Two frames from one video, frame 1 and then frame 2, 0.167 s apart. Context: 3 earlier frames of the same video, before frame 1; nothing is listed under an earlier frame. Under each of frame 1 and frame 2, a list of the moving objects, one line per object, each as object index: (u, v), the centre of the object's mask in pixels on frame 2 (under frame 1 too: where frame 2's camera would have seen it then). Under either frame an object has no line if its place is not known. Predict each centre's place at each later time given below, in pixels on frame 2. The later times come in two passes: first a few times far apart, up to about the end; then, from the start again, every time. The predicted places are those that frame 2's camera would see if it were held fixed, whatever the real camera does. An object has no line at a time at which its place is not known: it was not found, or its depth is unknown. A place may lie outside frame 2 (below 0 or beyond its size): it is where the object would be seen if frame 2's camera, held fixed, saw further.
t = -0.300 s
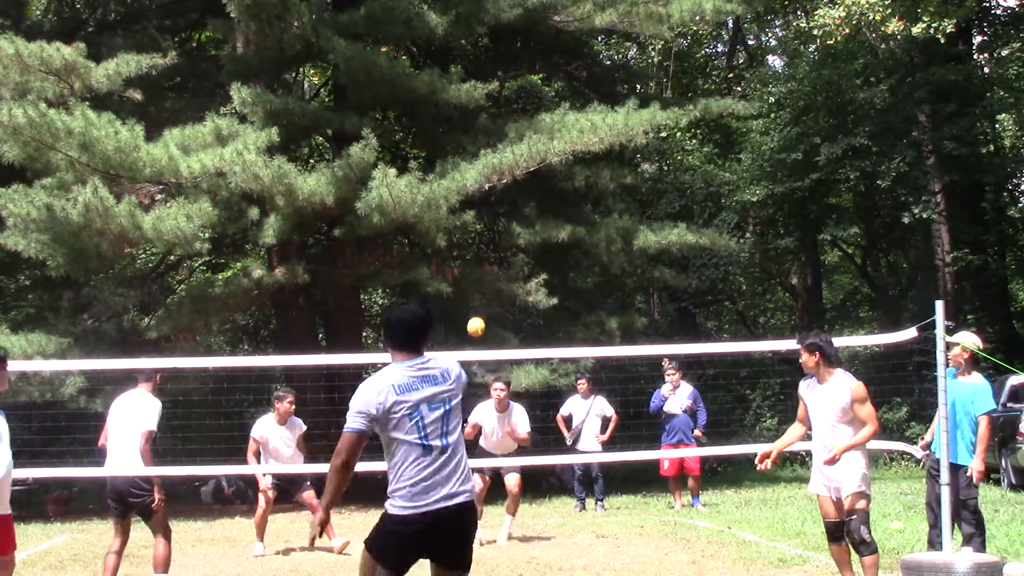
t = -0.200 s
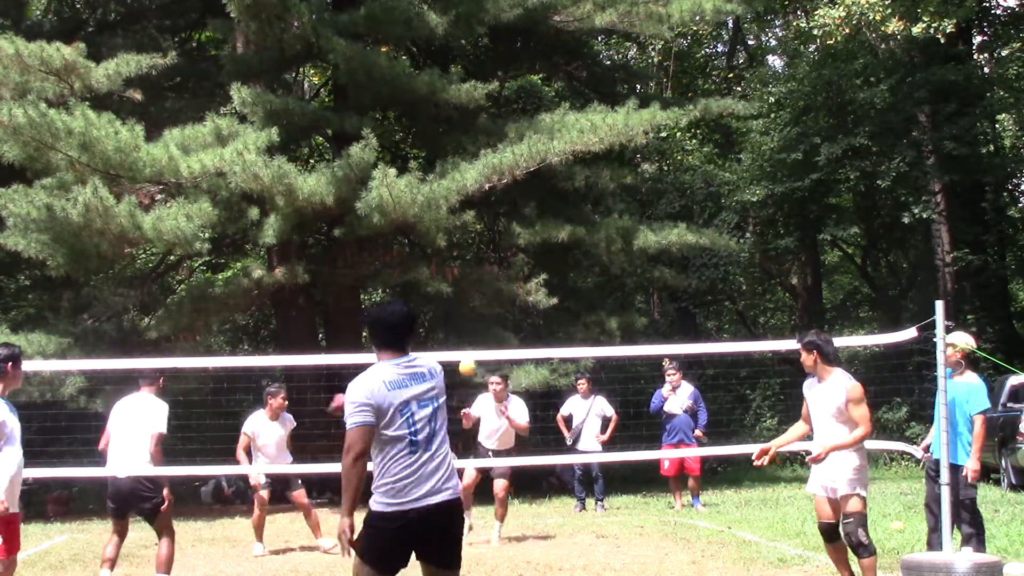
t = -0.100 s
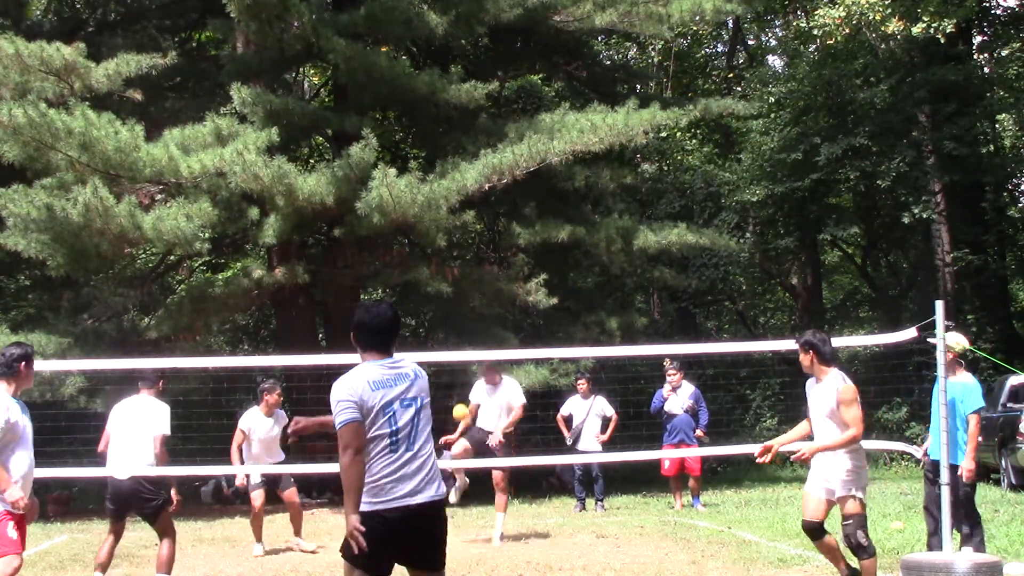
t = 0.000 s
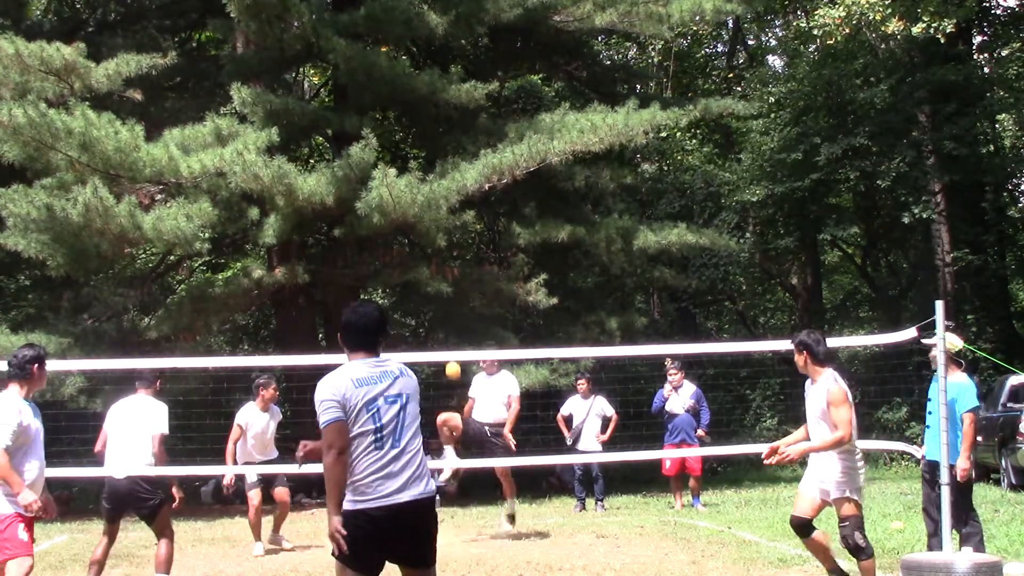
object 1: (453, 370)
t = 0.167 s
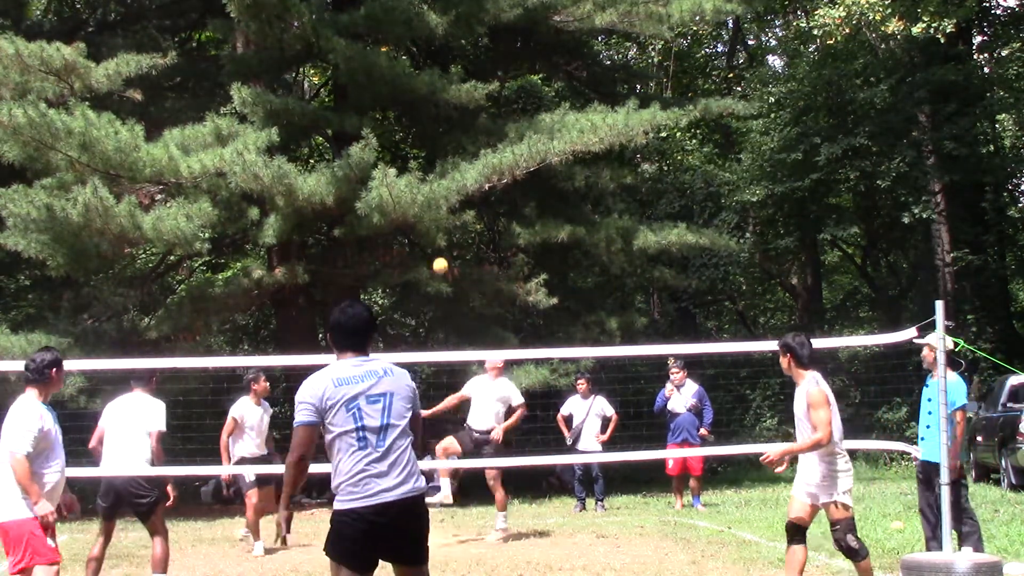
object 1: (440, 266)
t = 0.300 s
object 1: (431, 206)
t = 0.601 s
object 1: (415, 146)
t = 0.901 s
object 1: (402, 179)
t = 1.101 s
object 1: (396, 251)
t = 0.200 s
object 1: (438, 248)
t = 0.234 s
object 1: (436, 233)
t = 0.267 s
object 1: (433, 219)
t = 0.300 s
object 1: (431, 206)
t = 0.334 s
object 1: (429, 194)
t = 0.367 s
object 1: (427, 184)
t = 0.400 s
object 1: (425, 174)
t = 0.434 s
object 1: (423, 167)
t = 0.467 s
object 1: (421, 161)
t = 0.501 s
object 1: (420, 155)
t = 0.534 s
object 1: (418, 151)
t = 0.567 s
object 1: (417, 147)
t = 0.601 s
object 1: (415, 146)
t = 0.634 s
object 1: (413, 145)
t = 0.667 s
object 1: (412, 145)
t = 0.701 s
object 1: (410, 147)
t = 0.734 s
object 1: (409, 150)
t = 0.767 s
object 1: (407, 153)
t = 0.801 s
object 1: (406, 158)
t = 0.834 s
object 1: (404, 164)
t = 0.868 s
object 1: (403, 171)
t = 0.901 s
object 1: (402, 179)
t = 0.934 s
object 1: (401, 189)
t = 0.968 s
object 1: (400, 198)
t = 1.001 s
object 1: (399, 210)
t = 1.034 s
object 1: (398, 223)
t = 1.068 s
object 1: (397, 237)
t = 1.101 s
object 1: (396, 251)
